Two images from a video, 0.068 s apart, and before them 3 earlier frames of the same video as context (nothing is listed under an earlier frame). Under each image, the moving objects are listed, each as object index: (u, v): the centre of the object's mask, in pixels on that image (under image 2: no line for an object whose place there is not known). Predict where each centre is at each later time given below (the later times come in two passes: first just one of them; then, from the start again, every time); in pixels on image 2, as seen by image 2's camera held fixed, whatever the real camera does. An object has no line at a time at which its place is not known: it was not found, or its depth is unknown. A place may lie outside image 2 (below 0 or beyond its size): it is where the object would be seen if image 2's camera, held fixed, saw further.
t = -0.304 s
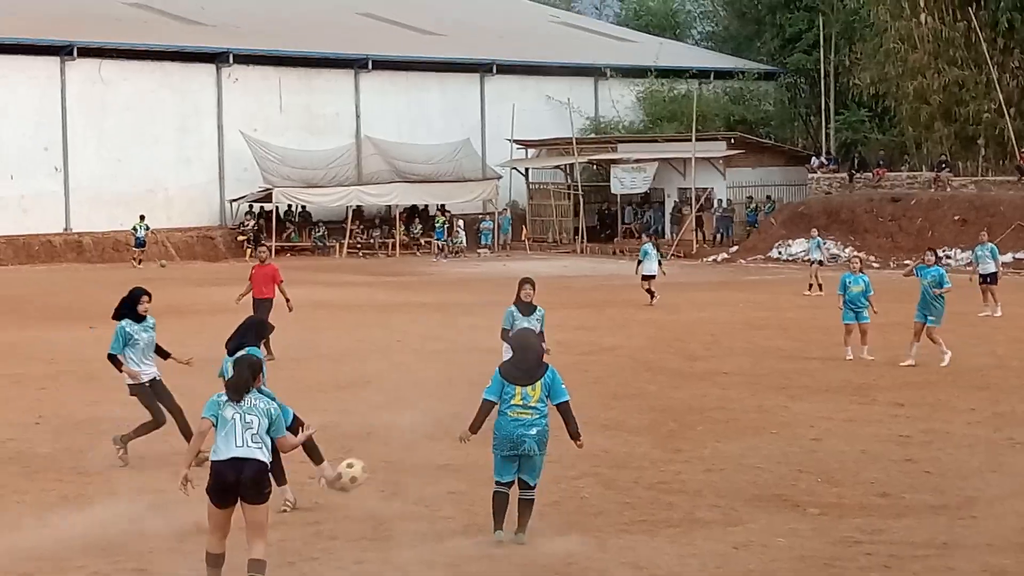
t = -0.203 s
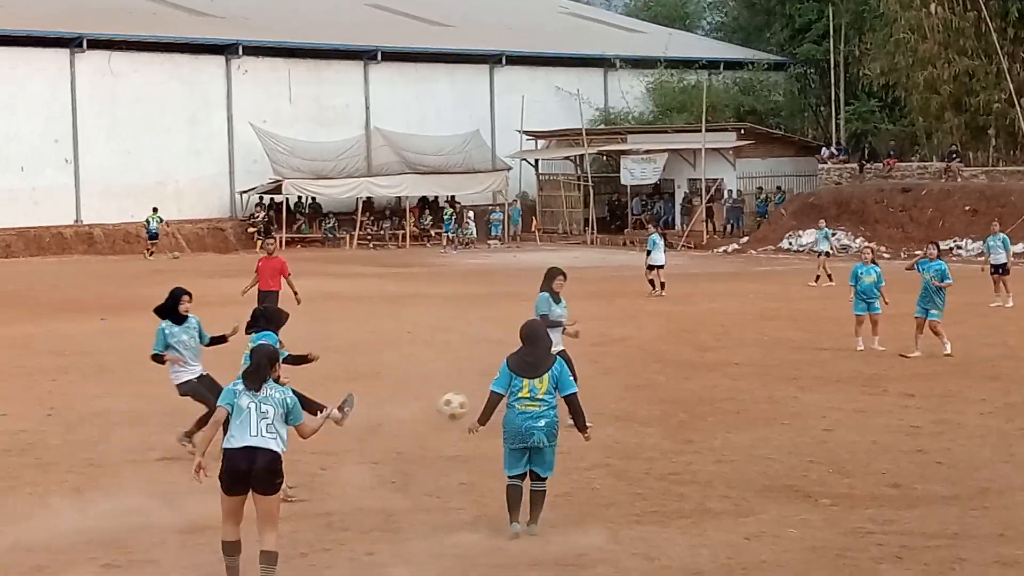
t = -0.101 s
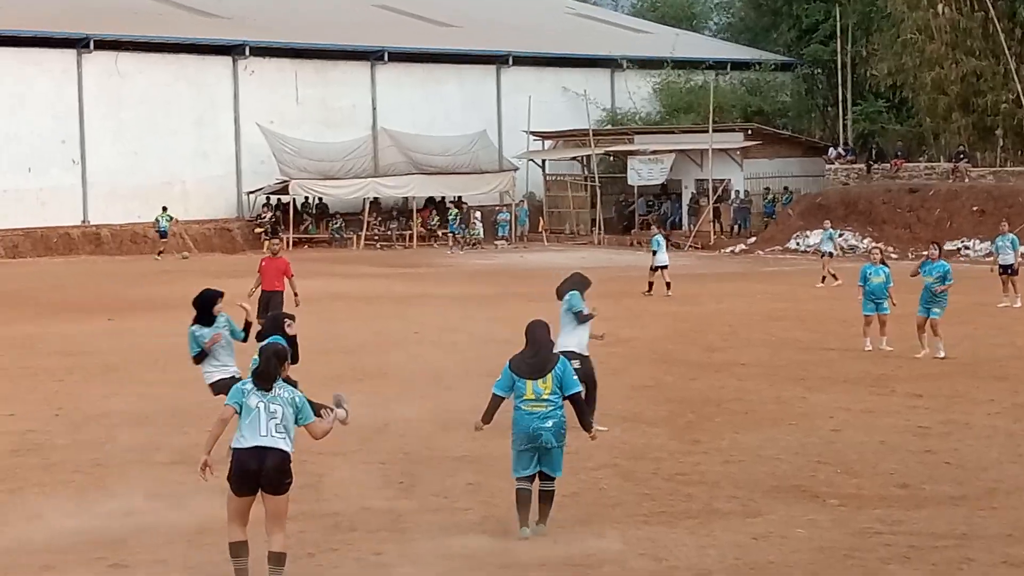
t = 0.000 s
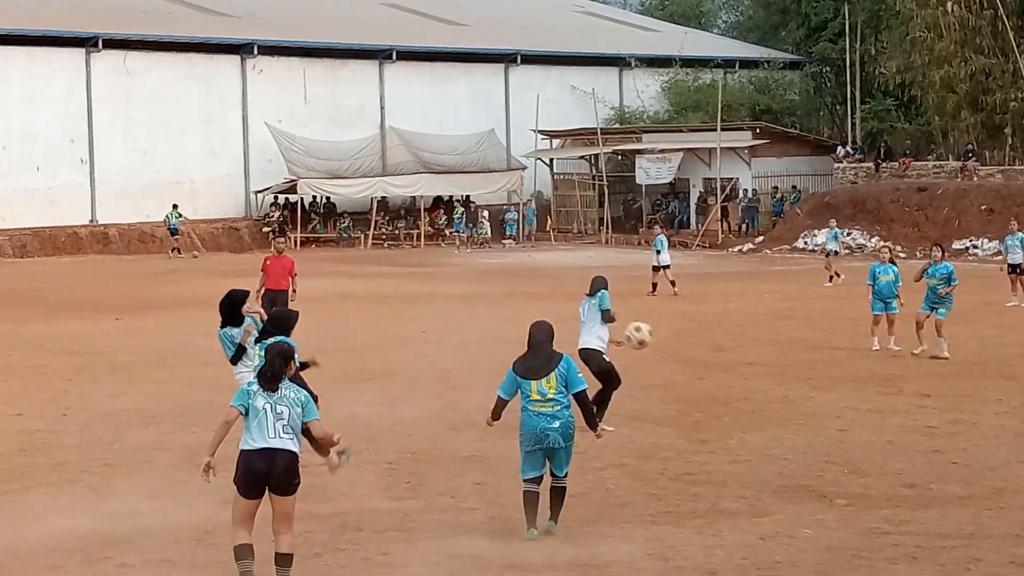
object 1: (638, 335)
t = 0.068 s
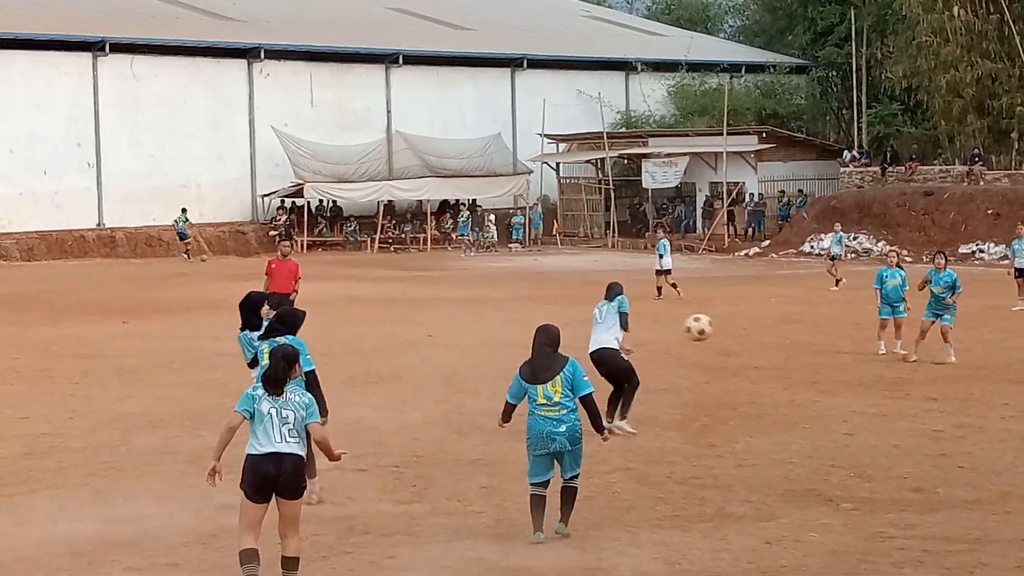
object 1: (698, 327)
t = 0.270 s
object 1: (852, 324)
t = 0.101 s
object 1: (725, 323)
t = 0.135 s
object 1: (751, 321)
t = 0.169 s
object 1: (777, 321)
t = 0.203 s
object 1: (803, 319)
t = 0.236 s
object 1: (828, 321)
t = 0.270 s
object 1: (852, 324)
